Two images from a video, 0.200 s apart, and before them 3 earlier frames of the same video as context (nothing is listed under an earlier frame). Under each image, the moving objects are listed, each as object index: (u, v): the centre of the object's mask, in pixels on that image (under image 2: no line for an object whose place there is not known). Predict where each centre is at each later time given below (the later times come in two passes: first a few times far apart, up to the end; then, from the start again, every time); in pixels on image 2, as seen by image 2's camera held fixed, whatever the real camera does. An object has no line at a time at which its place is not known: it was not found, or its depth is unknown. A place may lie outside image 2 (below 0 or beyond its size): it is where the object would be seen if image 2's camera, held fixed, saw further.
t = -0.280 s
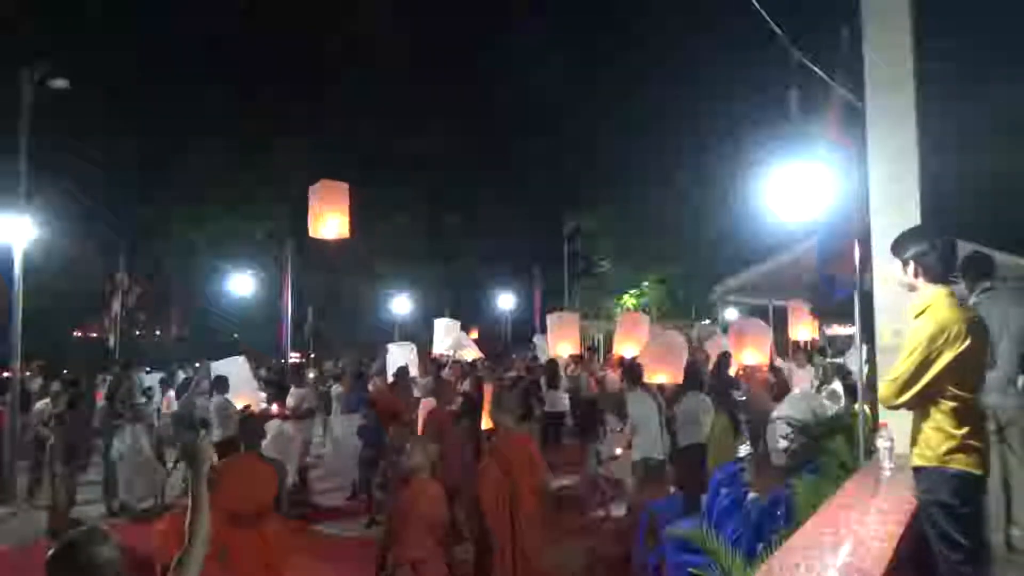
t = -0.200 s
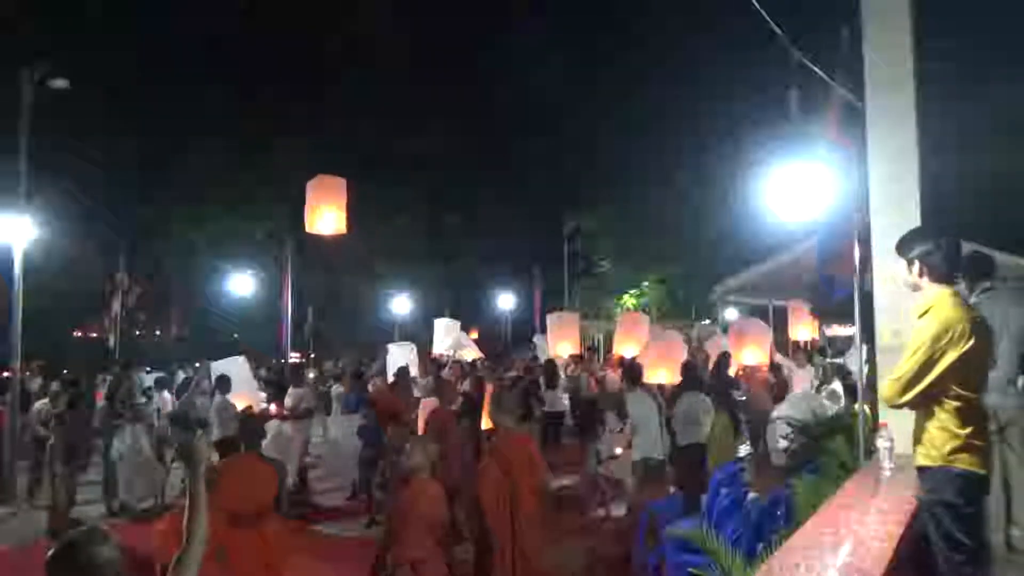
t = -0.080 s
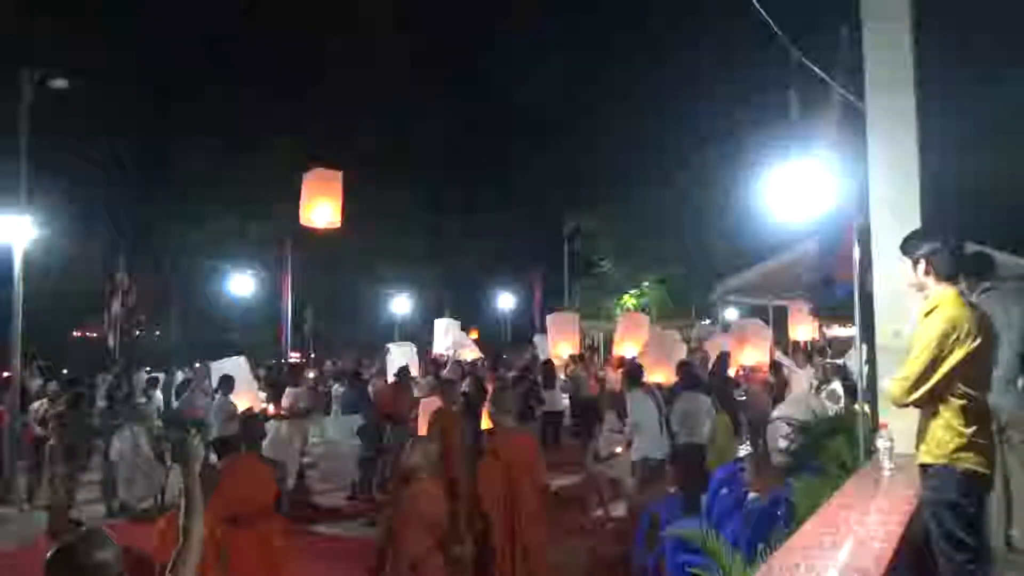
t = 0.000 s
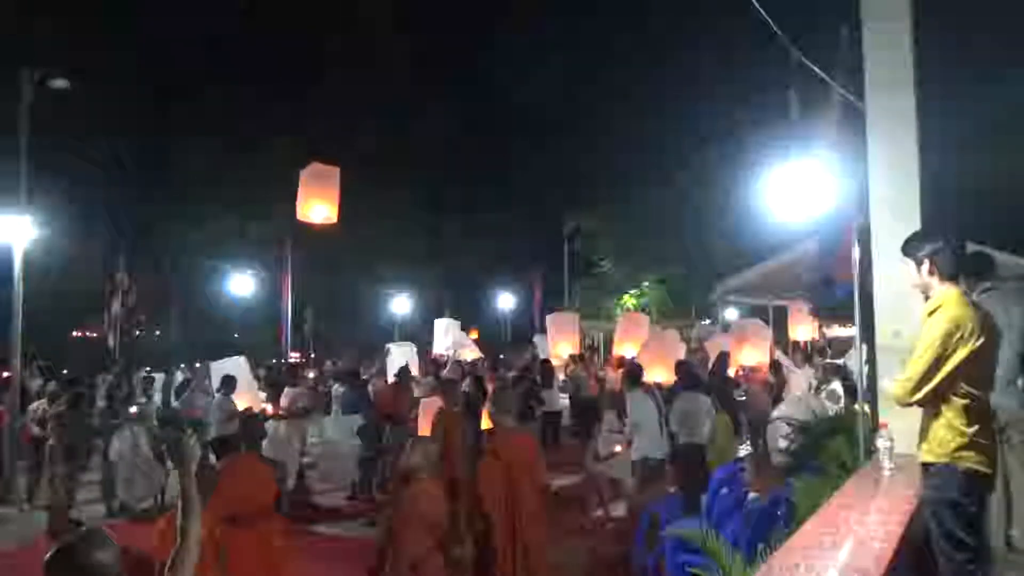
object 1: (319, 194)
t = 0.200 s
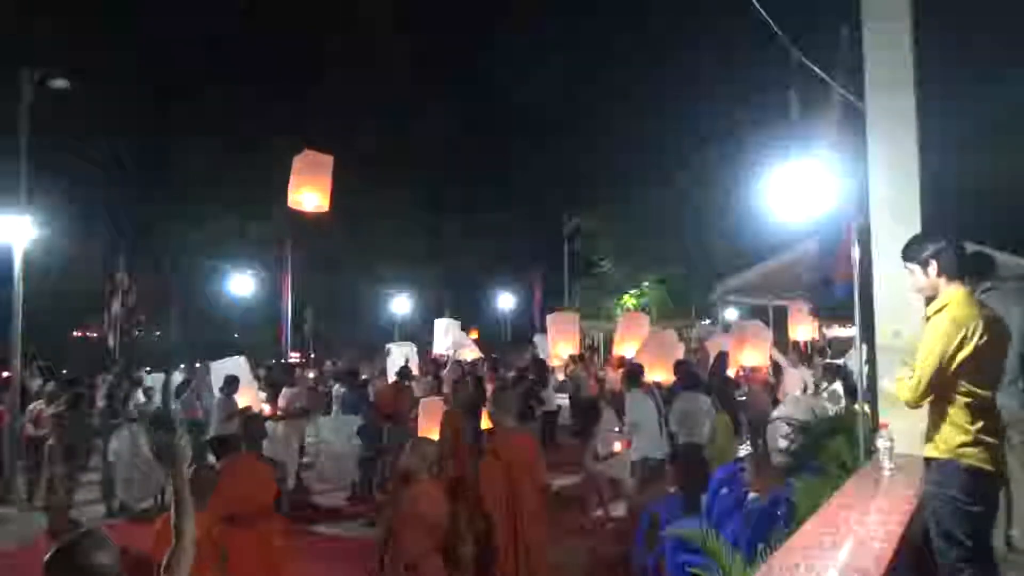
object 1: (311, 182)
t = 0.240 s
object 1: (309, 179)
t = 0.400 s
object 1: (303, 169)
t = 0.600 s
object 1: (295, 156)
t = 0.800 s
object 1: (287, 142)
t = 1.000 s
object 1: (279, 128)
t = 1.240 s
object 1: (270, 109)
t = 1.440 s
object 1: (263, 93)
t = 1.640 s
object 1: (257, 77)
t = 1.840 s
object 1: (252, 60)
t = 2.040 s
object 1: (249, 42)
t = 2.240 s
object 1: (245, 29)
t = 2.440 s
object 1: (241, 19)
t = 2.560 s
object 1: (239, 14)
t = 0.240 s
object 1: (309, 179)
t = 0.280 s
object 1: (307, 177)
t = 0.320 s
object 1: (306, 174)
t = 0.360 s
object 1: (304, 172)
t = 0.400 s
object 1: (303, 169)
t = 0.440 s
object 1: (301, 166)
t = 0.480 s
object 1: (299, 164)
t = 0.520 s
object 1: (298, 161)
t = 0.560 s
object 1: (296, 159)
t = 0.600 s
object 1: (295, 156)
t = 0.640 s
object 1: (293, 153)
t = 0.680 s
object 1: (292, 150)
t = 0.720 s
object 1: (290, 147)
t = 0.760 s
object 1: (289, 145)
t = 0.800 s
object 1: (287, 142)
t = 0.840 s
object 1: (285, 139)
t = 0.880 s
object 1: (284, 136)
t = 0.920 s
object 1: (282, 133)
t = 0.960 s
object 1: (281, 130)
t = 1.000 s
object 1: (279, 128)
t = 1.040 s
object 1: (277, 124)
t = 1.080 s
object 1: (276, 121)
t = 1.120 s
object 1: (275, 119)
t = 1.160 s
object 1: (273, 115)
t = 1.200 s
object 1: (271, 112)
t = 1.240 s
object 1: (270, 109)
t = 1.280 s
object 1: (268, 106)
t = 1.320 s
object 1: (267, 103)
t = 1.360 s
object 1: (266, 100)
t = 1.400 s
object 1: (264, 96)
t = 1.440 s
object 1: (263, 93)
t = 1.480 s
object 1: (262, 90)
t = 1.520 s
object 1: (260, 87)
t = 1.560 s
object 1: (259, 83)
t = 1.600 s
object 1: (258, 80)
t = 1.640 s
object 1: (257, 77)
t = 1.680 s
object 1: (256, 74)
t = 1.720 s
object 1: (255, 70)
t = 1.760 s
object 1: (254, 67)
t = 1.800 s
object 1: (253, 63)
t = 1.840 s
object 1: (252, 60)
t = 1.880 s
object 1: (251, 56)
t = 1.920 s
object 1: (251, 53)
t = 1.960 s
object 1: (250, 49)
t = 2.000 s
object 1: (249, 46)
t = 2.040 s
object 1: (249, 42)
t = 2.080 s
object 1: (248, 38)
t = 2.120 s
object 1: (247, 35)
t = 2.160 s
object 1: (247, 33)
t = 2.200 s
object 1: (246, 31)
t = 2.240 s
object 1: (245, 29)
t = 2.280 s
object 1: (244, 27)
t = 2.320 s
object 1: (243, 25)
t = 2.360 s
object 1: (242, 23)
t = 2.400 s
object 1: (242, 21)
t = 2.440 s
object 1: (241, 19)
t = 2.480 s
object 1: (240, 18)
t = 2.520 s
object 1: (240, 16)
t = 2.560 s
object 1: (239, 14)
